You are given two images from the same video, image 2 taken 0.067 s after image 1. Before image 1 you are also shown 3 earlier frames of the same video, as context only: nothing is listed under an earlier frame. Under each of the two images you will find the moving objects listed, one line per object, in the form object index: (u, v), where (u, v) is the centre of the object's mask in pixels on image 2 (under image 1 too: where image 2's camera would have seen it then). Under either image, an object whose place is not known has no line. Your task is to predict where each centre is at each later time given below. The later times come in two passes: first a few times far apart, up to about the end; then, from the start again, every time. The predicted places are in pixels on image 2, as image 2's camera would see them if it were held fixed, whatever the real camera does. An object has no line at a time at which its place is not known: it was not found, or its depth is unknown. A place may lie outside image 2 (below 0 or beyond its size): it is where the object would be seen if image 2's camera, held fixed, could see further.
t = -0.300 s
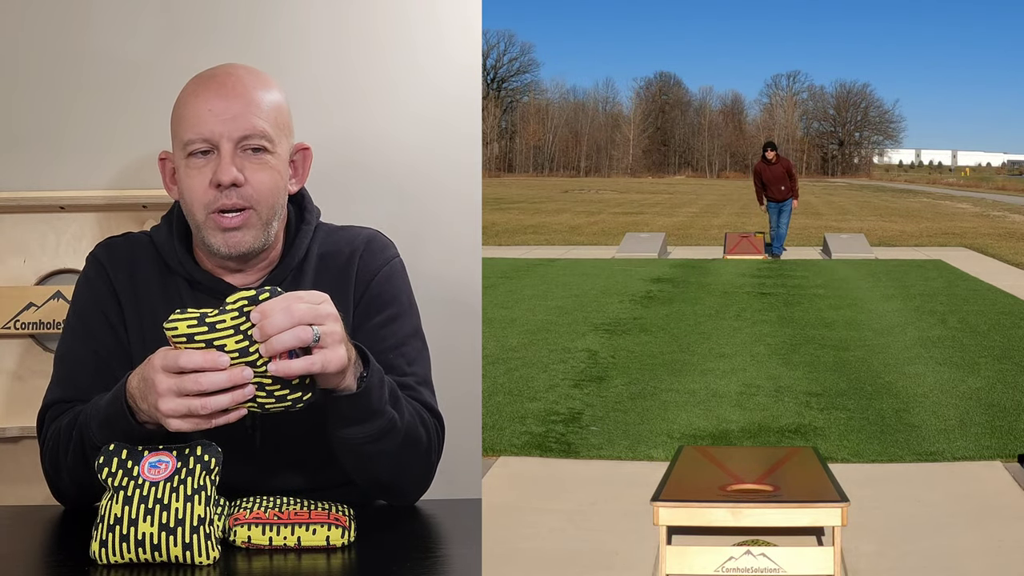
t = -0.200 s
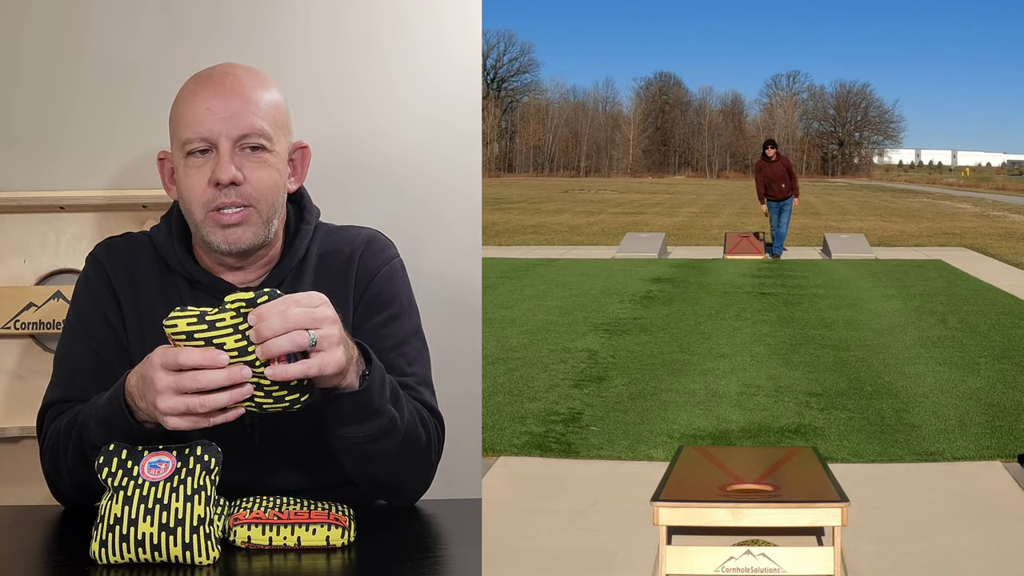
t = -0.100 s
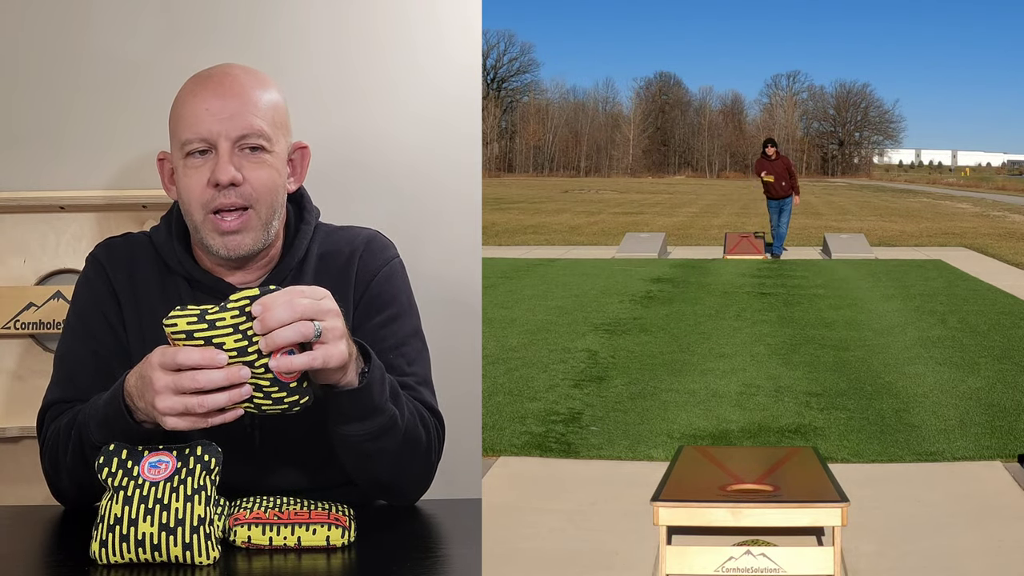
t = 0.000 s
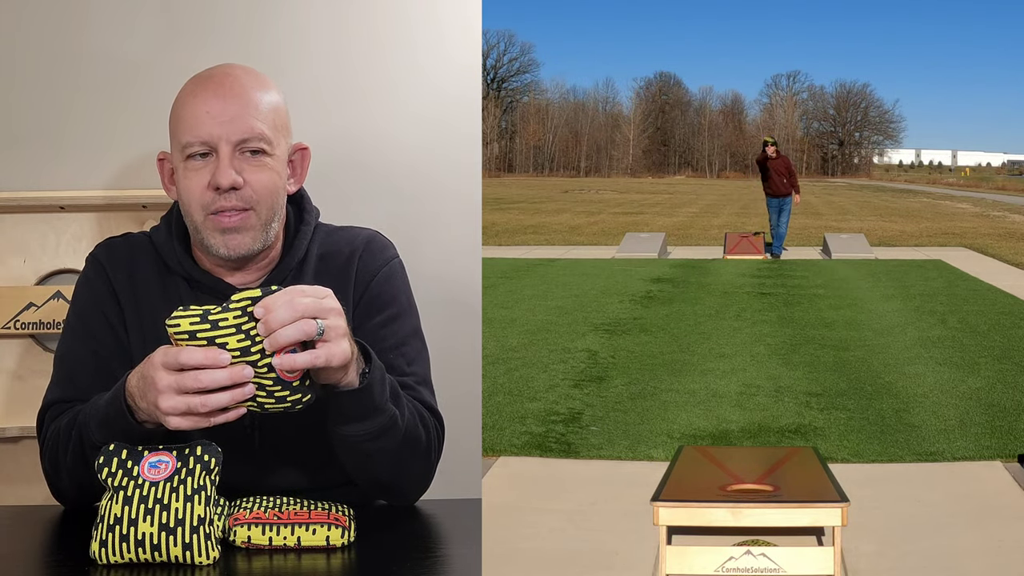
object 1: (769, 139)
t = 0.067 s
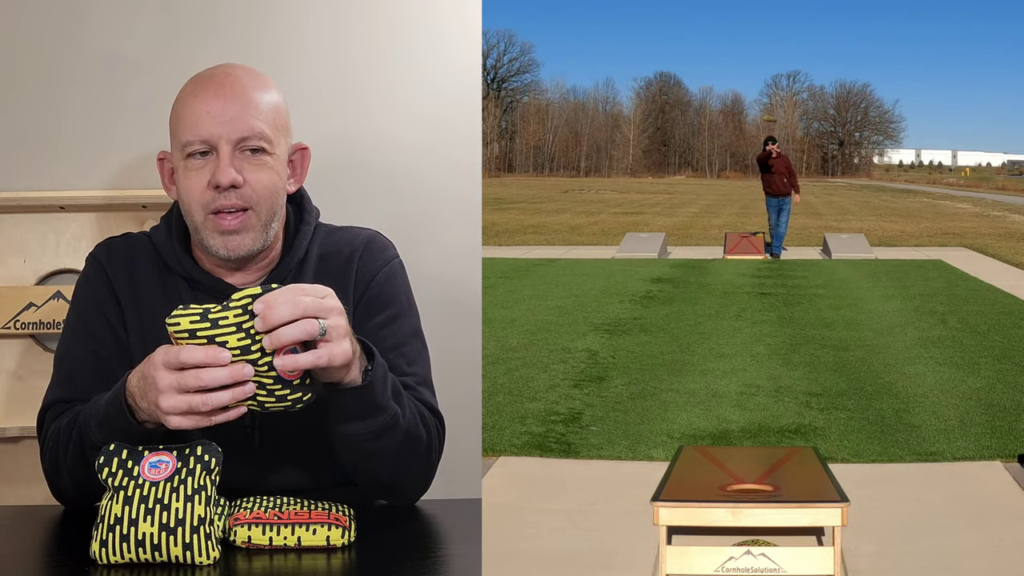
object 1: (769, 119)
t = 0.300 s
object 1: (770, 57)
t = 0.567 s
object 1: (770, 47)
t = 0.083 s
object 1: (769, 113)
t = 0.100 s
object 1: (768, 106)
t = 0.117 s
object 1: (768, 103)
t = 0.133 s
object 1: (768, 98)
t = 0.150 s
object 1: (769, 91)
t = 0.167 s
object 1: (769, 88)
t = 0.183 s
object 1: (769, 84)
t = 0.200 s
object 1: (769, 78)
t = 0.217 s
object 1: (769, 76)
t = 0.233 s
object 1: (770, 72)
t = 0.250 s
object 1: (770, 67)
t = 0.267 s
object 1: (769, 65)
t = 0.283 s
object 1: (769, 61)
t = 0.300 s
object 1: (770, 57)
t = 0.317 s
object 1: (770, 56)
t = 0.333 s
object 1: (770, 53)
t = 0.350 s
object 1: (770, 51)
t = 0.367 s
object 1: (770, 49)
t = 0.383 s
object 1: (770, 47)
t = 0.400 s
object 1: (770, 45)
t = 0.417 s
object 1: (770, 44)
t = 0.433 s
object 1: (770, 43)
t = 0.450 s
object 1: (770, 43)
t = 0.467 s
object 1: (770, 42)
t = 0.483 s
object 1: (770, 42)
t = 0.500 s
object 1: (770, 42)
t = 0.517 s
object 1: (770, 43)
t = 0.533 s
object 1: (770, 44)
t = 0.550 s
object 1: (770, 45)
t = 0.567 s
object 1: (770, 47)
